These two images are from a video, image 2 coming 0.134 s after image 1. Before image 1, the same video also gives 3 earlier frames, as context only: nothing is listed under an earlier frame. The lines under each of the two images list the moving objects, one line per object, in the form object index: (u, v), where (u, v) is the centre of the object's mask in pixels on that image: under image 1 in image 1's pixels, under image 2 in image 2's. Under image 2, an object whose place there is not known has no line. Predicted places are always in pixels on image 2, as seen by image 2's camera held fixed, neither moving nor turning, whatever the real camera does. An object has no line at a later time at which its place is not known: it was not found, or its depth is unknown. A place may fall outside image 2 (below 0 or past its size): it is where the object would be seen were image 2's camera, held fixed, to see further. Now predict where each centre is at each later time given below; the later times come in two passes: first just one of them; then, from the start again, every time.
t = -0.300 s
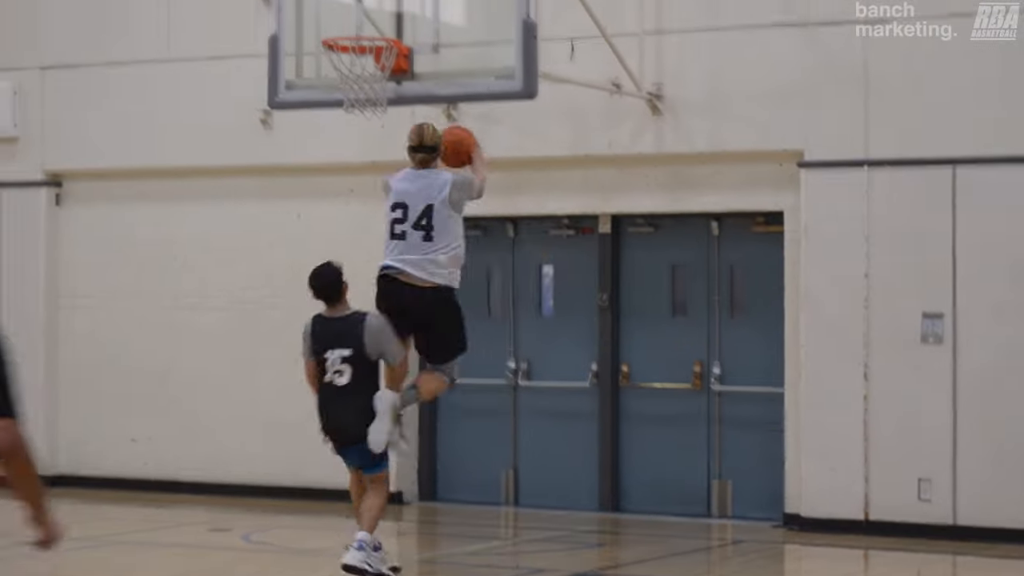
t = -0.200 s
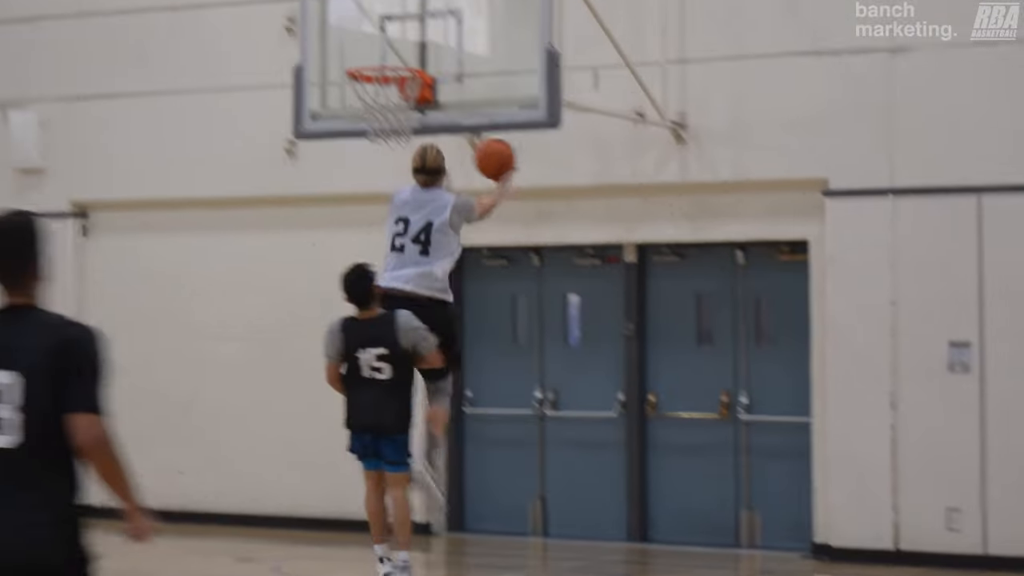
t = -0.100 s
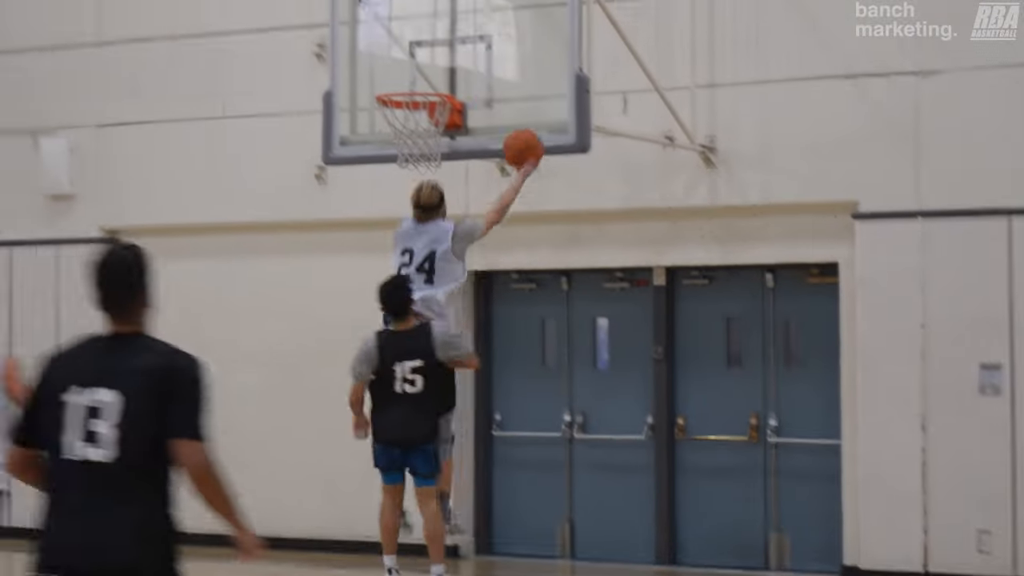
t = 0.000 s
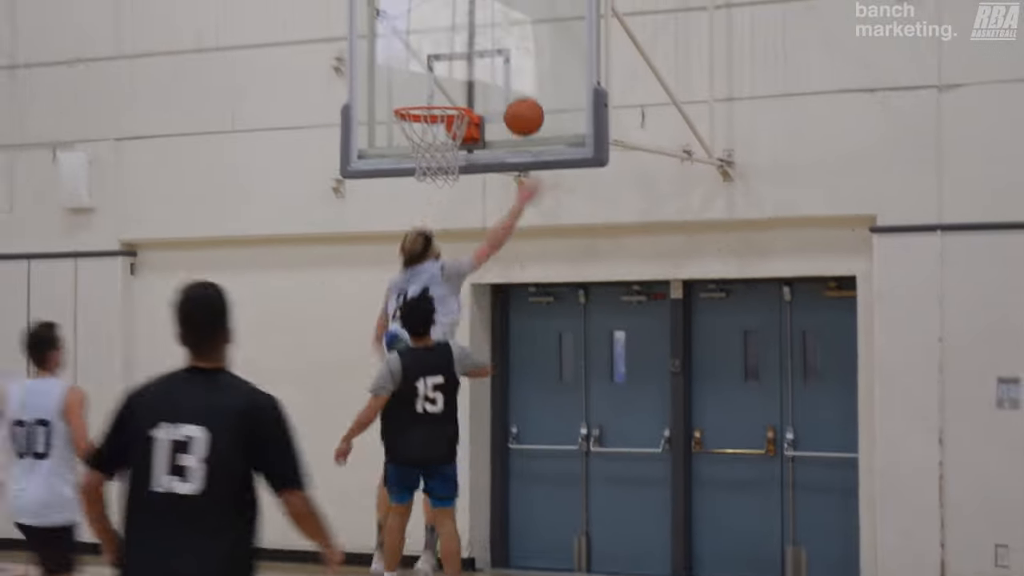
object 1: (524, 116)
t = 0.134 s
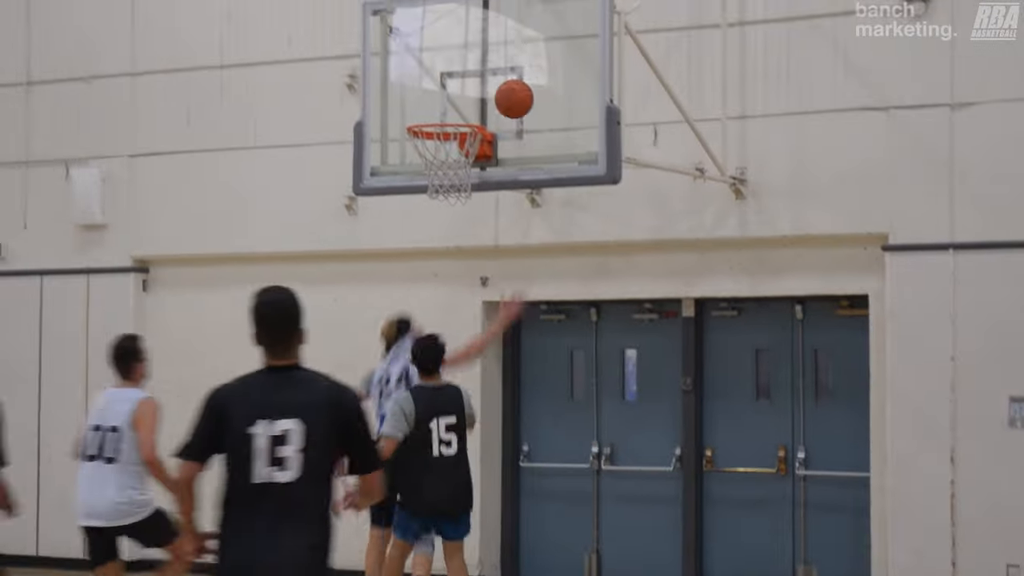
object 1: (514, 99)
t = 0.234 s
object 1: (484, 84)
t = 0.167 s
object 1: (505, 93)
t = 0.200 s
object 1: (495, 88)
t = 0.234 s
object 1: (484, 84)
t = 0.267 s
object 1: (473, 83)
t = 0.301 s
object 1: (462, 84)
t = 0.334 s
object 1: (452, 85)
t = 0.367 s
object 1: (441, 90)
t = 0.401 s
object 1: (430, 95)
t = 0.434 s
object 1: (419, 103)
